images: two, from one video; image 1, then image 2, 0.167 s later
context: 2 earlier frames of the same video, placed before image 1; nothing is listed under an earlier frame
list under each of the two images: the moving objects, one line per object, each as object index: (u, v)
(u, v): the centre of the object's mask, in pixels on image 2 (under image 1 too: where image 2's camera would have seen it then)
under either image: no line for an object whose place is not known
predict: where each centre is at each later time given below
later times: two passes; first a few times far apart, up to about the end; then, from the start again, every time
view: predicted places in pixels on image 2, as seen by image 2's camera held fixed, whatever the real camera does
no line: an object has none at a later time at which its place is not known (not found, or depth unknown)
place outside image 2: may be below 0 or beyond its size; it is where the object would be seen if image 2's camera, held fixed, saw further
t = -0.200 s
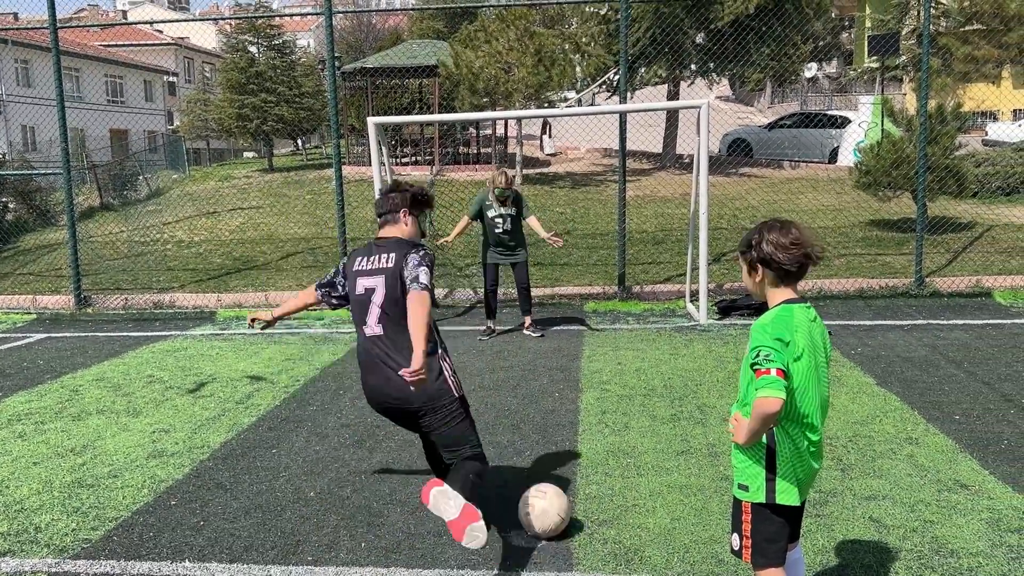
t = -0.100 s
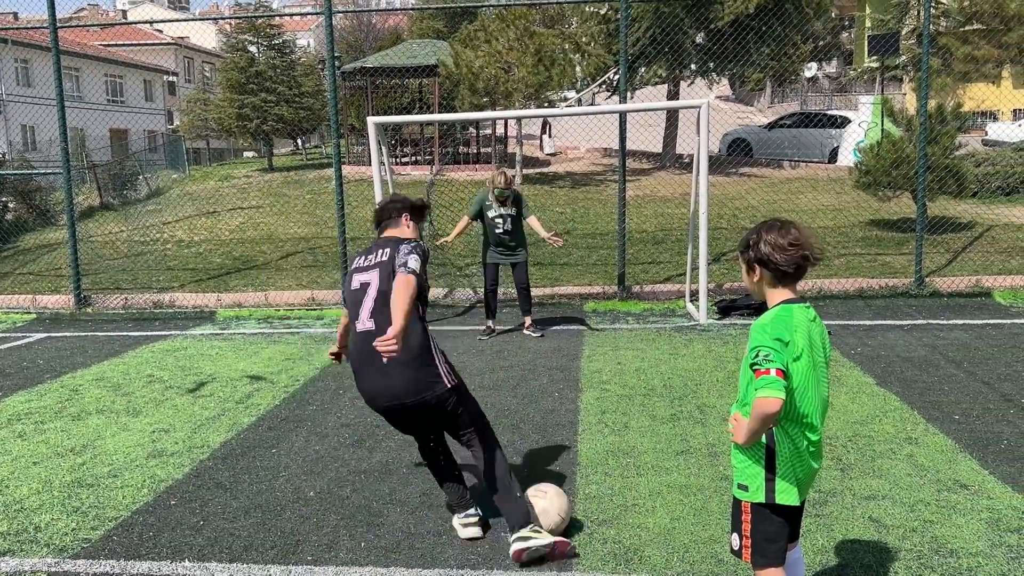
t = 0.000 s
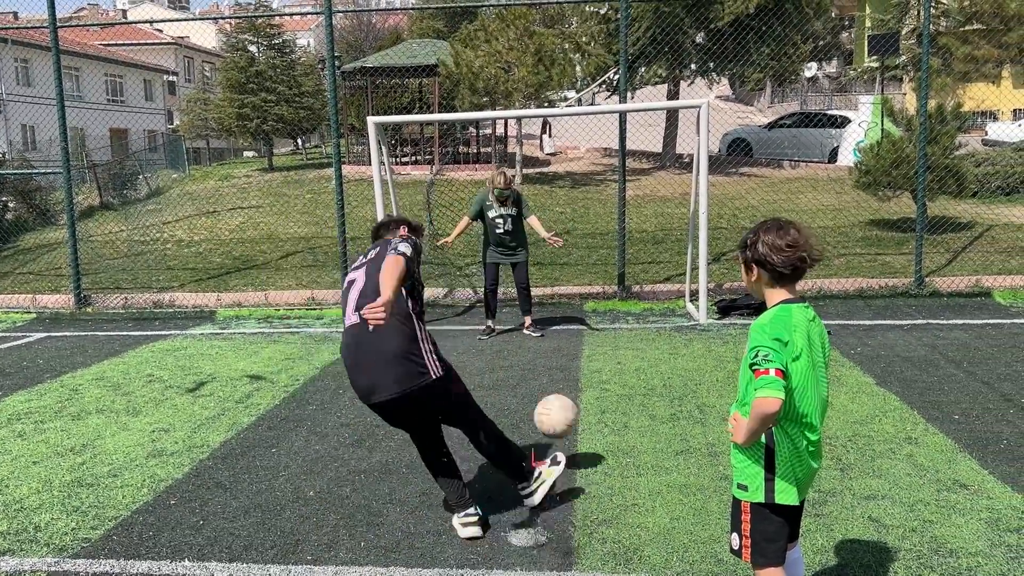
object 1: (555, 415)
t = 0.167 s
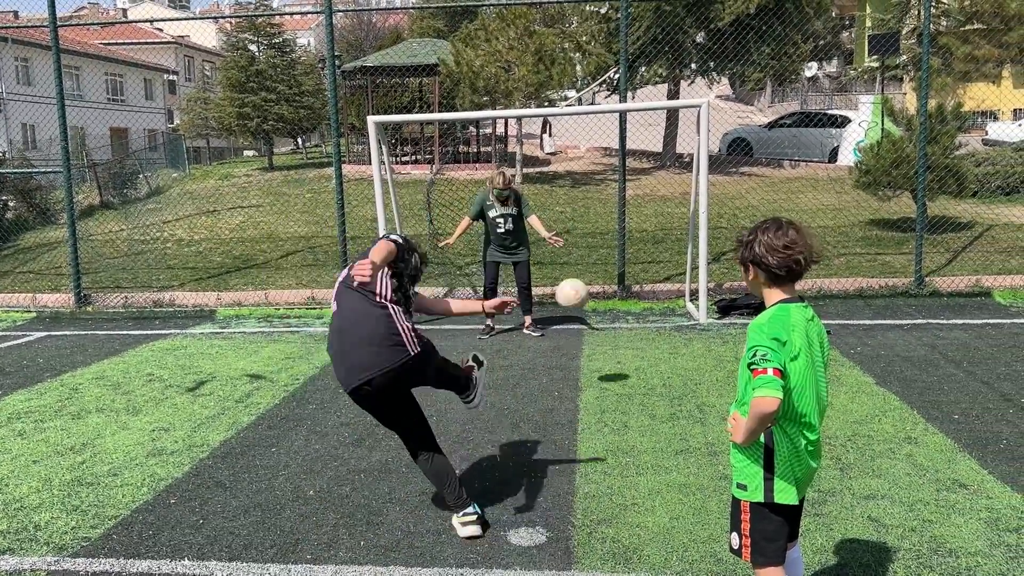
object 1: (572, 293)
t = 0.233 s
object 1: (577, 263)
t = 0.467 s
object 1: (589, 192)
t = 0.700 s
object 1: (588, 172)
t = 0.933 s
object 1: (576, 180)
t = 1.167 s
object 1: (552, 234)
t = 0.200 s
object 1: (574, 278)
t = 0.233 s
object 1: (577, 263)
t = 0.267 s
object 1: (579, 250)
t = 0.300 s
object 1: (581, 237)
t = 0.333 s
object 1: (583, 227)
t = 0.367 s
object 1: (585, 217)
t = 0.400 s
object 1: (586, 208)
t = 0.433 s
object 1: (587, 200)
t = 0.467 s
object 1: (589, 192)
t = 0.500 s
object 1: (590, 186)
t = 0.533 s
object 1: (591, 180)
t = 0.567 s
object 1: (592, 176)
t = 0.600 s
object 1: (593, 174)
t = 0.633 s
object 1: (591, 172)
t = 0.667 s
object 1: (590, 172)
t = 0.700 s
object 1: (588, 172)
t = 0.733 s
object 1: (586, 173)
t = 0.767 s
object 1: (585, 173)
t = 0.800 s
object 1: (583, 174)
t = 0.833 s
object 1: (581, 175)
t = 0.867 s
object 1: (580, 176)
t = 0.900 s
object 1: (578, 177)
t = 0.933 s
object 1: (576, 180)
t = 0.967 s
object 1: (573, 184)
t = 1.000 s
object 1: (570, 190)
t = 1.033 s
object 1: (566, 197)
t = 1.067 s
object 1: (562, 204)
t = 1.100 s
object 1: (559, 213)
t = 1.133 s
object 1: (556, 223)
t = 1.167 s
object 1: (552, 234)
